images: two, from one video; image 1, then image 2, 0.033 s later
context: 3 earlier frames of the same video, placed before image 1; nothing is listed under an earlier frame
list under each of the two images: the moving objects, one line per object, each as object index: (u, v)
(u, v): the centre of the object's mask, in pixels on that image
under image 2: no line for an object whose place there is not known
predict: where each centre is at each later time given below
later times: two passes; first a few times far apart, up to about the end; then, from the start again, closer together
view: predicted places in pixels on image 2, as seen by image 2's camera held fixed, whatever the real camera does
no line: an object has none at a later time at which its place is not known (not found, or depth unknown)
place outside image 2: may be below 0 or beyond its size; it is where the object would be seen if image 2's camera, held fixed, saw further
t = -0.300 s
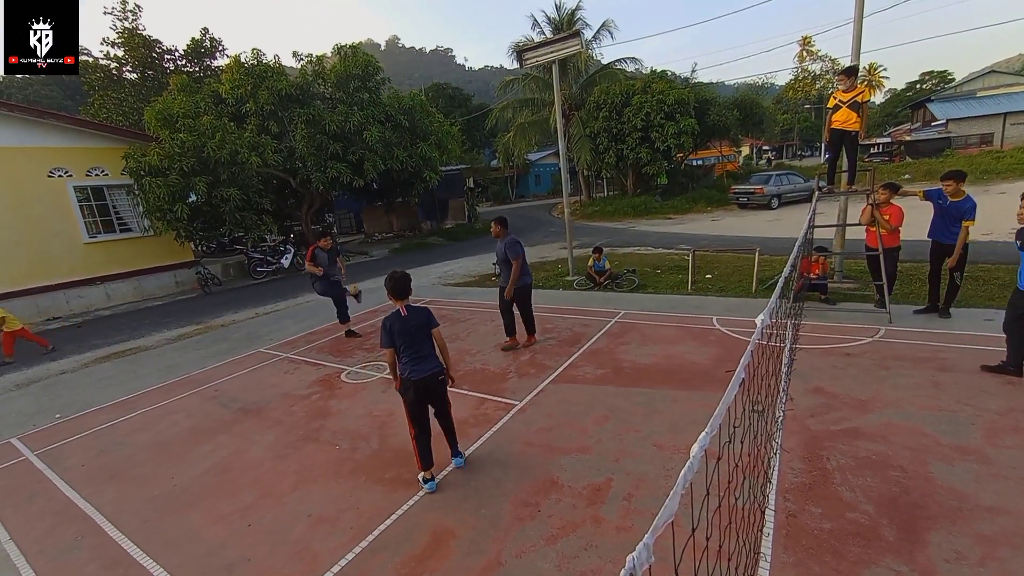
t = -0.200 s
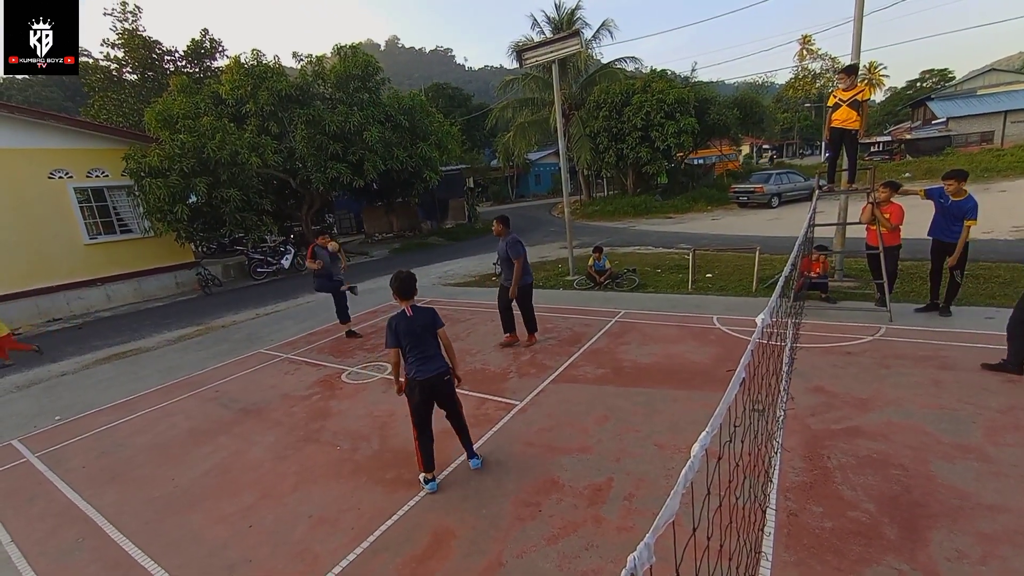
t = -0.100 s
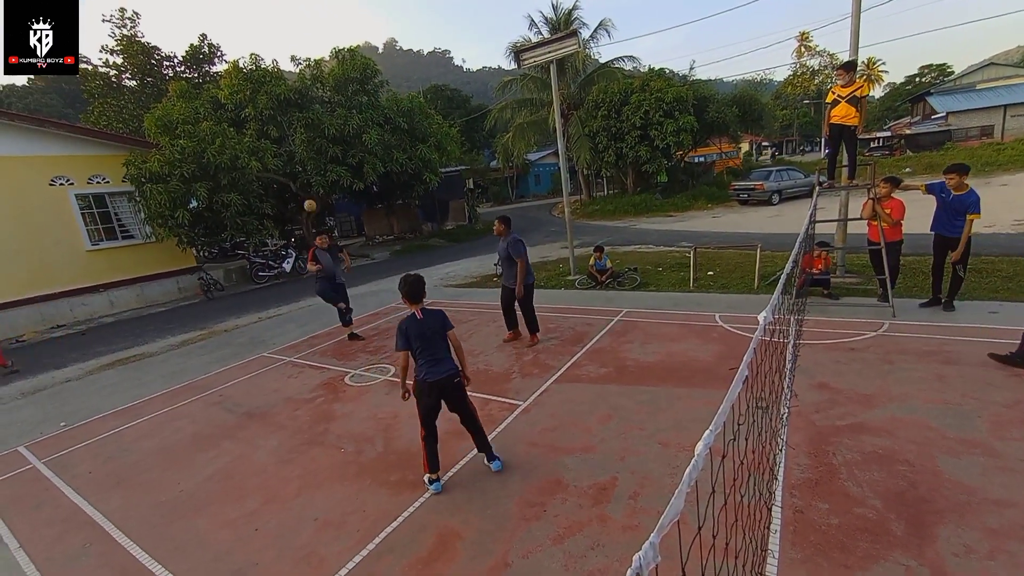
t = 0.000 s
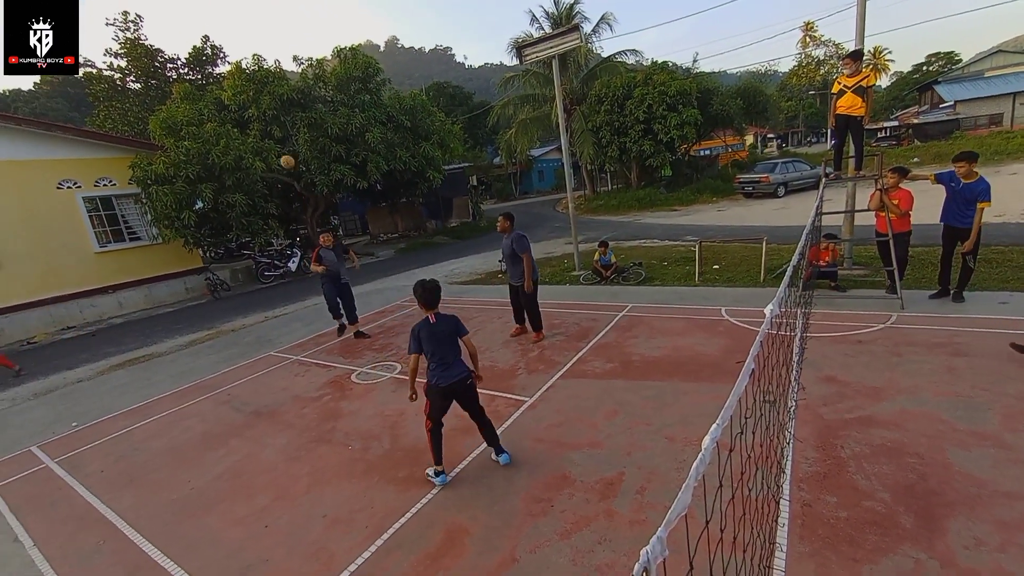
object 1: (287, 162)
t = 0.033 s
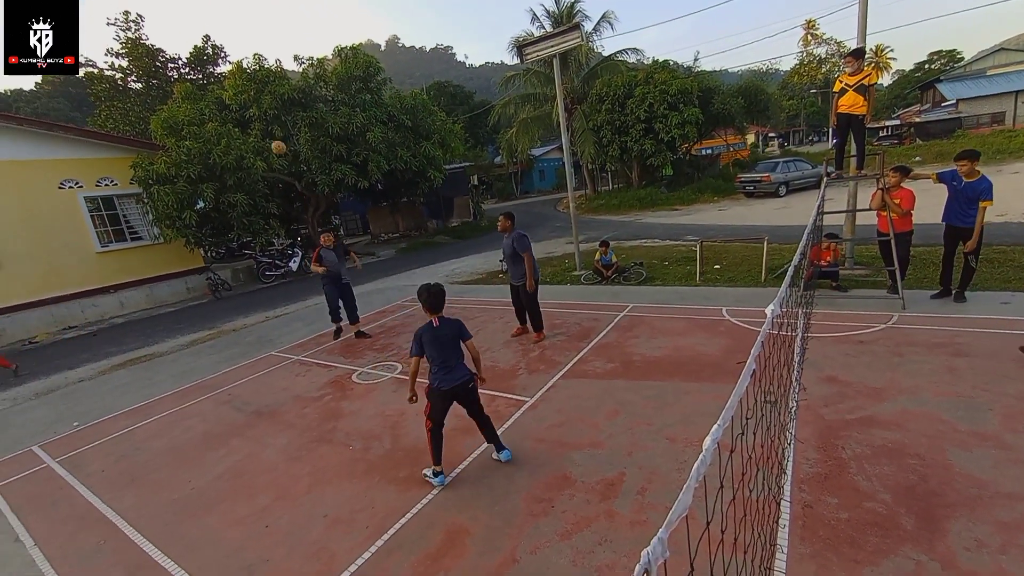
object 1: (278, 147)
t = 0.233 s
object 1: (211, 68)
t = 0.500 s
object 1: (101, 6)
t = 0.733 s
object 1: (-22, 36)
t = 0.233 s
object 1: (211, 68)
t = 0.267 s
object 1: (200, 57)
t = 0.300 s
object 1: (187, 47)
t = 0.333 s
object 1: (174, 38)
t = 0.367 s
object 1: (160, 29)
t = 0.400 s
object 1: (145, 21)
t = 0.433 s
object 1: (132, 14)
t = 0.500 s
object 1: (101, 6)
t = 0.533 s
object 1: (86, 5)
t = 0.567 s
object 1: (69, 4)
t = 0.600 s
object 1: (52, 5)
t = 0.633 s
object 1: (34, 8)
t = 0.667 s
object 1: (16, 15)
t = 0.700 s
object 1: (-3, 24)
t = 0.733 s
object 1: (-22, 36)
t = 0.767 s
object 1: (-42, 52)
